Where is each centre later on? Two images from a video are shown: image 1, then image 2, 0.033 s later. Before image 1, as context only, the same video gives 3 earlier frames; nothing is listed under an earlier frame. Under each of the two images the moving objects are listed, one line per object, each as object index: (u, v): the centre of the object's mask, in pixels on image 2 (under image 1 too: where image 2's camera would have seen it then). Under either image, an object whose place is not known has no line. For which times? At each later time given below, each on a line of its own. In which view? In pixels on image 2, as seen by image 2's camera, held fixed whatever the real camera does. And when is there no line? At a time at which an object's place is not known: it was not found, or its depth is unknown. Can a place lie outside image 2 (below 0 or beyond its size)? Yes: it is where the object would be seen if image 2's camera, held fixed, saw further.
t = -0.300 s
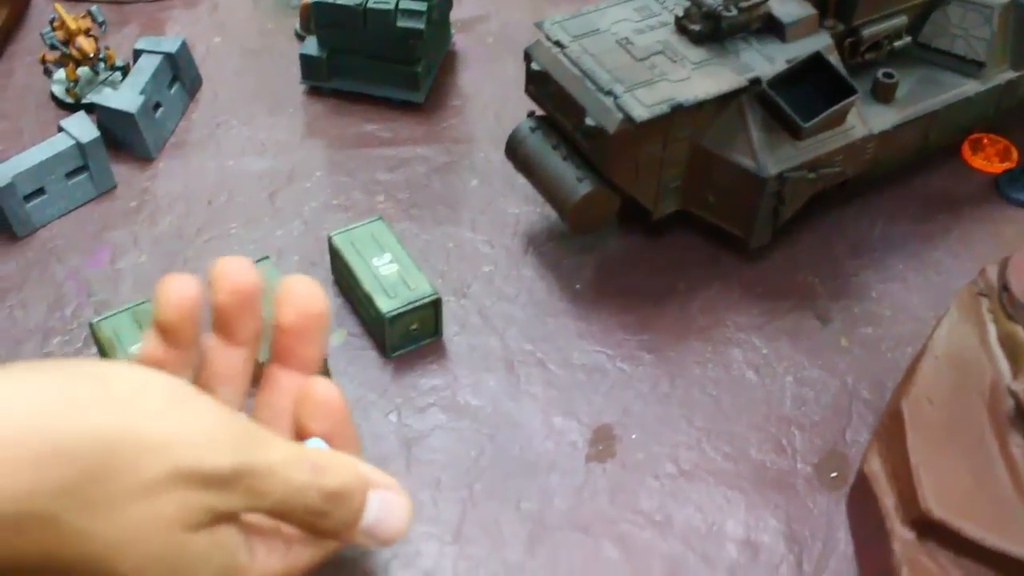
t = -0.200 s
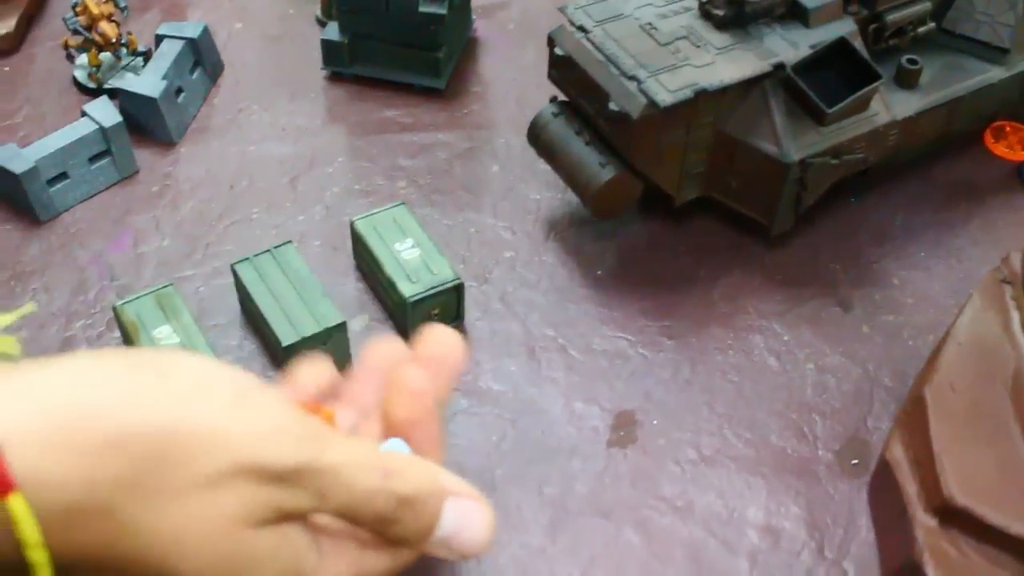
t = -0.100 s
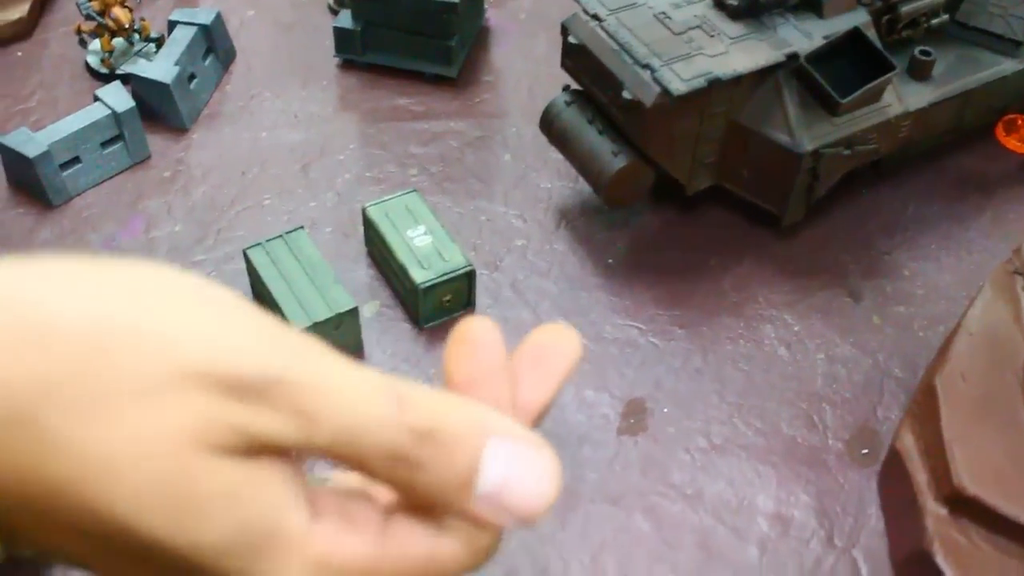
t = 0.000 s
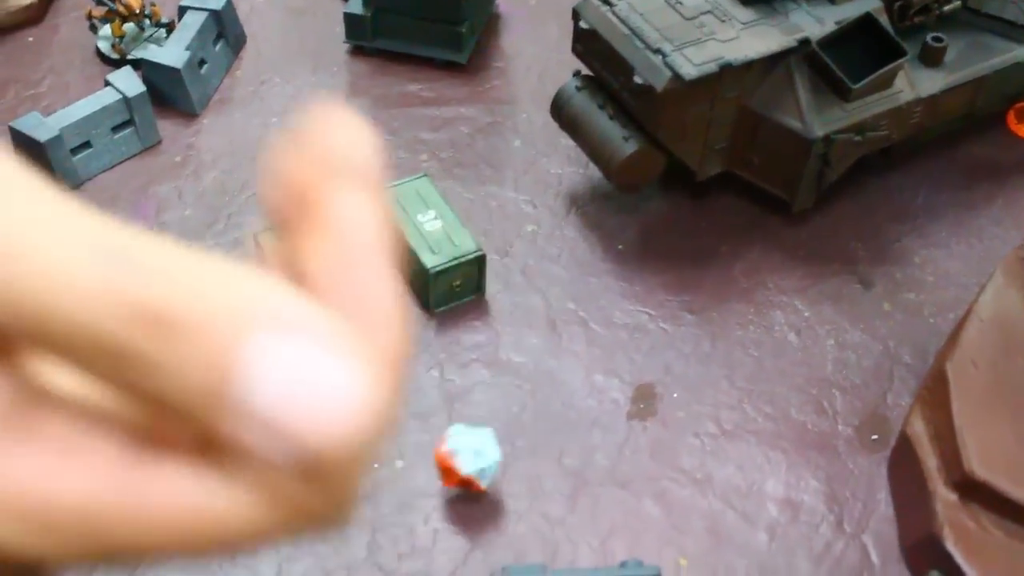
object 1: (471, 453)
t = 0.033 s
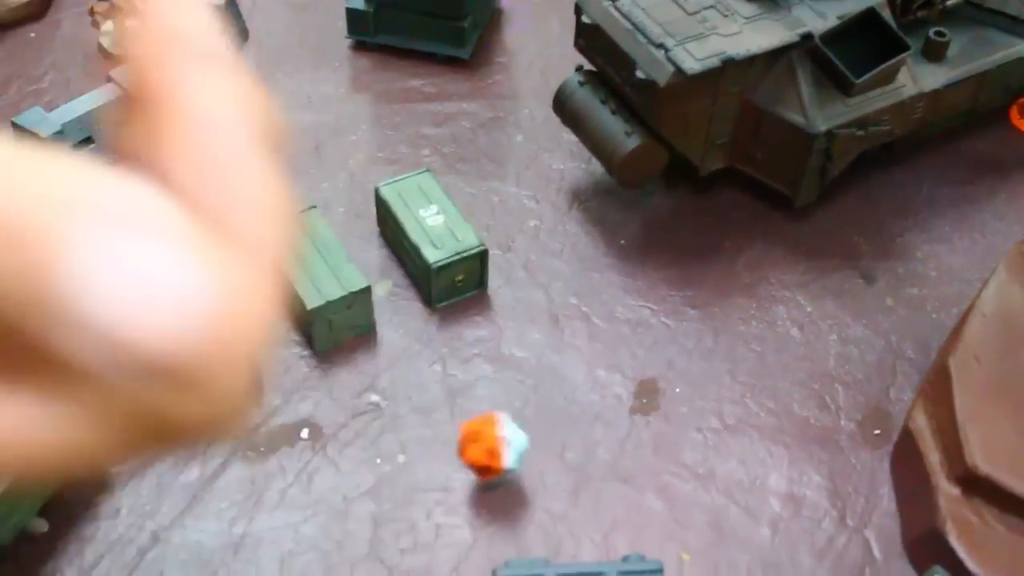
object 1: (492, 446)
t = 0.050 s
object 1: (503, 452)
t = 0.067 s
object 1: (514, 459)
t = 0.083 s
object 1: (529, 454)
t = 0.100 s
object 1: (541, 446)
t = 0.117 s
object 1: (556, 440)
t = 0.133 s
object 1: (567, 434)
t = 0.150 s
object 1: (579, 428)
